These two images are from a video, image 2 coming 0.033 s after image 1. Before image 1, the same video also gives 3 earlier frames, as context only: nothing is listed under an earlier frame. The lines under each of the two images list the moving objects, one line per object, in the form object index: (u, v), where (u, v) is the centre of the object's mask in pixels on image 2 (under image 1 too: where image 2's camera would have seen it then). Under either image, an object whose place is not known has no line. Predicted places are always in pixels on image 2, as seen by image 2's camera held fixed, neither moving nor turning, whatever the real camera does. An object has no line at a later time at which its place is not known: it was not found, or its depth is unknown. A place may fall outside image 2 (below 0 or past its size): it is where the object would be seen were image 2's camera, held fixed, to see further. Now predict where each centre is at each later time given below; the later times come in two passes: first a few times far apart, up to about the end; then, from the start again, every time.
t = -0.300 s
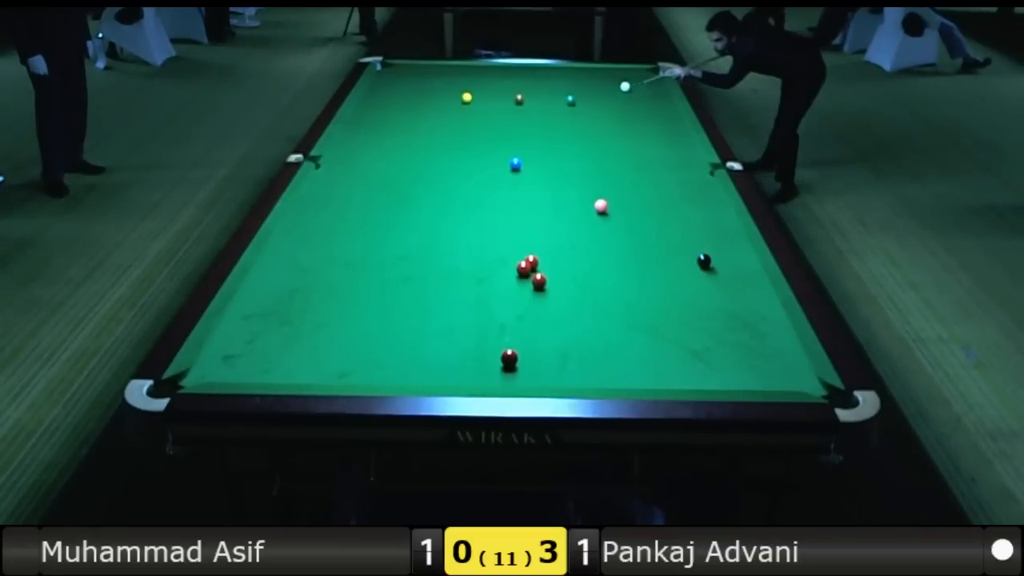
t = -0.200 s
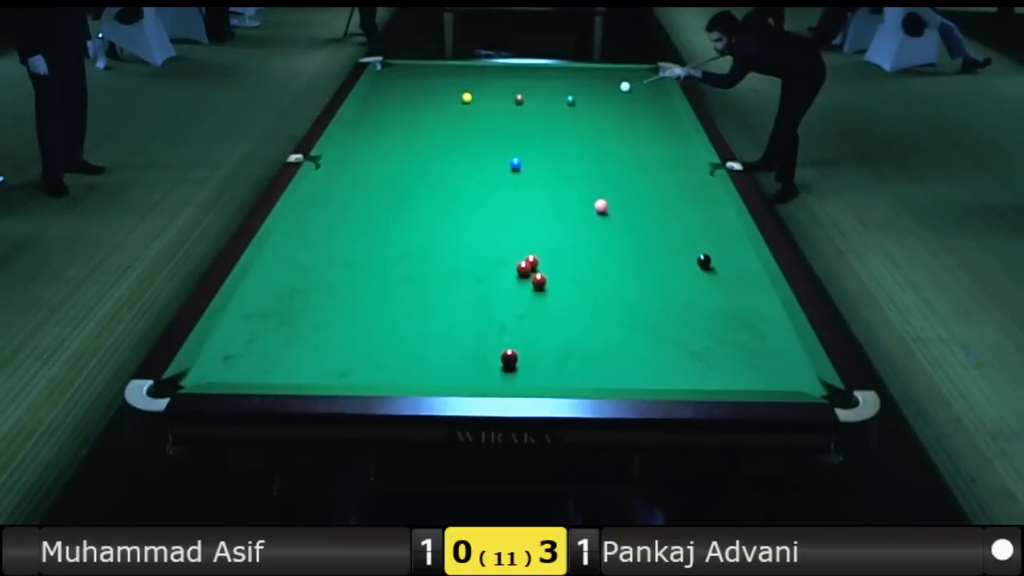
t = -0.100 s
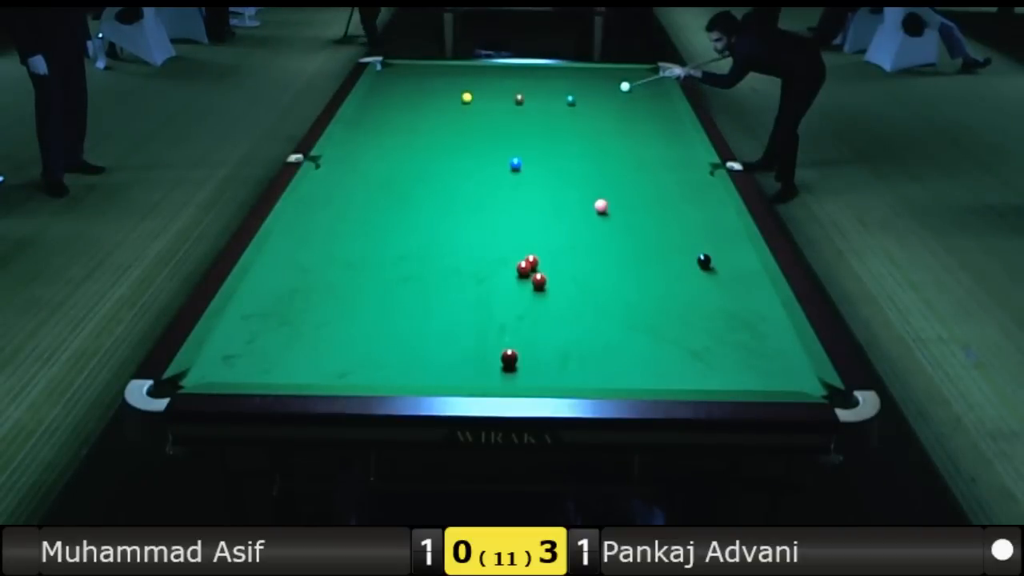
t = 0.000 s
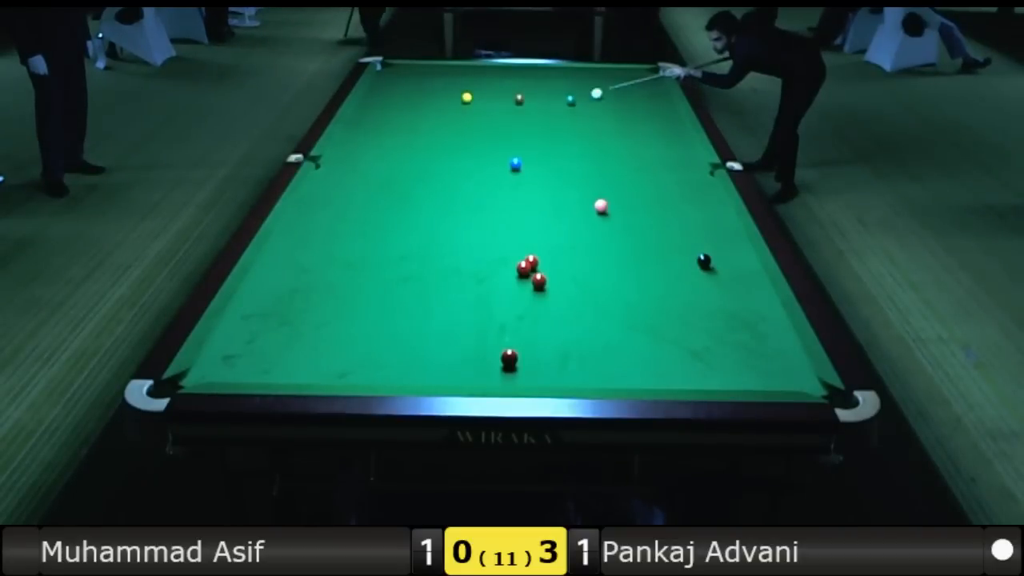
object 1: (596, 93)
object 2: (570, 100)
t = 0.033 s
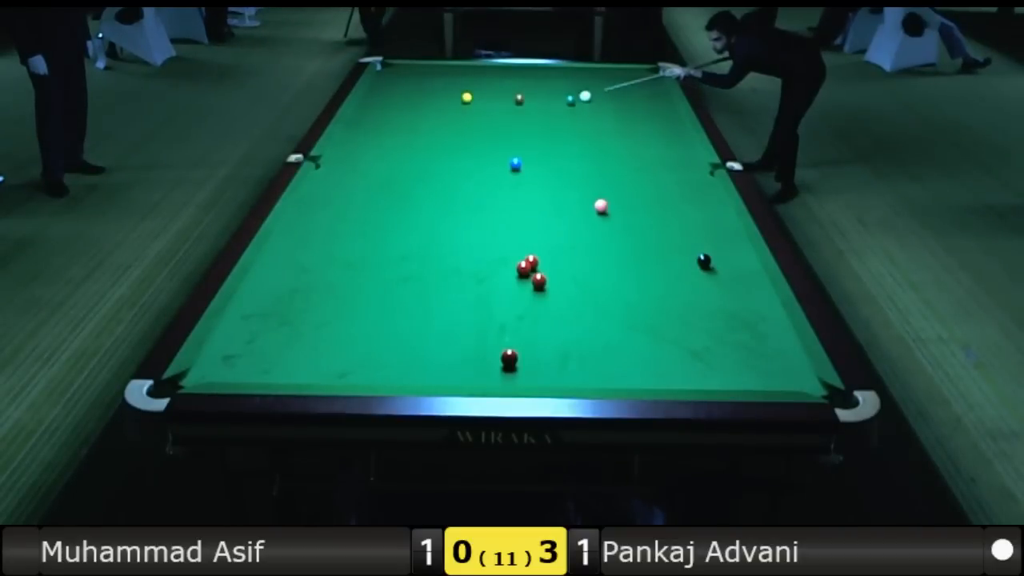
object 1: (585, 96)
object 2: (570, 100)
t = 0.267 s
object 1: (568, 100)
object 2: (503, 116)
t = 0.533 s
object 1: (547, 105)
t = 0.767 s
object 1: (528, 110)
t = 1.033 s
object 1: (506, 115)
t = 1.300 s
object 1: (485, 121)
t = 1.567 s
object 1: (463, 127)
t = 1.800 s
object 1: (444, 132)
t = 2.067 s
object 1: (423, 137)
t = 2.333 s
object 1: (402, 142)
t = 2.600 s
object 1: (381, 147)
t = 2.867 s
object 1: (361, 152)
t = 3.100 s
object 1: (344, 156)
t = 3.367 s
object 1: (325, 161)
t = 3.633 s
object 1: (325, 161)
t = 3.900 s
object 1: (335, 158)
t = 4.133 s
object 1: (343, 156)
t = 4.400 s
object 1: (350, 155)
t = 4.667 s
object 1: (356, 153)
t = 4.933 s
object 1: (362, 152)
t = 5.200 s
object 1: (366, 151)
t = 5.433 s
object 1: (369, 150)
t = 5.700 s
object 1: (371, 150)
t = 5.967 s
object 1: (372, 150)
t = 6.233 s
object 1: (372, 150)
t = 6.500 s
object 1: (372, 150)
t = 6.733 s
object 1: (372, 150)
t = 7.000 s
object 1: (372, 150)
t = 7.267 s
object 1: (372, 150)
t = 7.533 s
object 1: (372, 150)
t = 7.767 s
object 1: (372, 150)
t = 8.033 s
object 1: (372, 150)
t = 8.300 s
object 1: (372, 150)
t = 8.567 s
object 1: (372, 150)
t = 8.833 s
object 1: (372, 150)
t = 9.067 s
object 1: (372, 150)
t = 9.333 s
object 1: (372, 150)
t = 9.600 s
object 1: (372, 150)
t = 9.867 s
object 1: (372, 150)
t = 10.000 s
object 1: (372, 150)
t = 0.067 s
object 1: (577, 98)
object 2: (567, 101)
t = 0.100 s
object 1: (576, 98)
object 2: (556, 104)
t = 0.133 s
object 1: (575, 98)
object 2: (545, 106)
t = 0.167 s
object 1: (574, 98)
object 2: (534, 109)
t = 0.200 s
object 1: (573, 99)
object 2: (524, 111)
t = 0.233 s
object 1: (571, 99)
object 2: (514, 114)
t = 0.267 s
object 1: (568, 100)
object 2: (503, 116)
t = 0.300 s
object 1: (566, 100)
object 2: (494, 118)
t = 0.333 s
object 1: (563, 101)
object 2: (484, 121)
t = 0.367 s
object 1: (561, 102)
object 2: (474, 123)
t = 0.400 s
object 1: (558, 102)
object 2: (465, 126)
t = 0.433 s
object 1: (555, 103)
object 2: (456, 128)
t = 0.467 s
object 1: (553, 104)
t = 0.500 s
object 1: (550, 105)
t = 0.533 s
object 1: (547, 105)
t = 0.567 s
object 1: (544, 106)
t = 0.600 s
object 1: (542, 107)
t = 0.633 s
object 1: (539, 107)
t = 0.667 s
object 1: (536, 108)
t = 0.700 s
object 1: (533, 109)
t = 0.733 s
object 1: (531, 109)
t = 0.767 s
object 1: (528, 110)
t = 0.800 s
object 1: (525, 111)
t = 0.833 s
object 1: (523, 111)
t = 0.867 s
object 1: (520, 112)
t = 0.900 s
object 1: (517, 113)
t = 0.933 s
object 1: (515, 113)
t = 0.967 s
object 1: (512, 114)
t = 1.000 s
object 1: (509, 115)
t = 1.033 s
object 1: (506, 115)
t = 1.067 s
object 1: (504, 116)
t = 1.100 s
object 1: (501, 117)
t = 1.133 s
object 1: (498, 117)
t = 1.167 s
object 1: (496, 118)
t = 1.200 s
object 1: (493, 119)
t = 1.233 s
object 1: (490, 120)
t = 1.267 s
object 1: (488, 121)
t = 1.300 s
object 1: (485, 121)
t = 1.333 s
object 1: (482, 122)
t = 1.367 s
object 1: (479, 123)
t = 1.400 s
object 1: (476, 123)
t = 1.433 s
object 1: (474, 124)
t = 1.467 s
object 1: (471, 125)
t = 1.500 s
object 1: (468, 125)
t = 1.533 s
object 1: (466, 126)
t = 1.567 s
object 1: (463, 127)
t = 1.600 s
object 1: (460, 127)
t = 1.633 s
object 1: (458, 128)
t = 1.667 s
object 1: (455, 129)
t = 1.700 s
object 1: (452, 129)
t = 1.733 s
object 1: (450, 130)
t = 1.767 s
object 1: (447, 131)
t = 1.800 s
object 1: (444, 132)
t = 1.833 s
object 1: (442, 132)
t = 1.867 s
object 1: (439, 133)
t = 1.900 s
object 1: (436, 133)
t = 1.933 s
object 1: (433, 134)
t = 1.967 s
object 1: (431, 135)
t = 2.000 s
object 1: (428, 136)
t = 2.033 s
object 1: (426, 136)
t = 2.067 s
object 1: (423, 137)
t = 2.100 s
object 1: (420, 137)
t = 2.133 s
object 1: (418, 138)
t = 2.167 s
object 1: (415, 139)
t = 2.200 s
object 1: (412, 139)
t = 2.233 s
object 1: (410, 140)
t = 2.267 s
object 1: (407, 141)
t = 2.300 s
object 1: (405, 141)
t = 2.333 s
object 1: (402, 142)
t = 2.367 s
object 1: (399, 143)
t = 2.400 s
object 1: (397, 143)
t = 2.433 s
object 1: (394, 144)
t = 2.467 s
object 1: (392, 145)
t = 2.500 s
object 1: (389, 145)
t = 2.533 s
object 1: (386, 146)
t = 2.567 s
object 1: (384, 147)
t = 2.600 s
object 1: (381, 147)
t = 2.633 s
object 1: (379, 148)
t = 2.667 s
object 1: (376, 148)
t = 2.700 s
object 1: (374, 149)
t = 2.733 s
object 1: (371, 150)
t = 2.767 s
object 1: (369, 150)
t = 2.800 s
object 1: (366, 151)
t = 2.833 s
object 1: (364, 152)
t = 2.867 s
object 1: (361, 152)
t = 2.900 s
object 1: (359, 153)
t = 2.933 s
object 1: (357, 154)
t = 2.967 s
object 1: (354, 154)
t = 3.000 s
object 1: (352, 155)
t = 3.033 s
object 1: (349, 155)
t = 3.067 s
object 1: (347, 156)
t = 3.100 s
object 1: (344, 156)
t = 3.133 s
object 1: (342, 157)
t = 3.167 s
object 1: (340, 158)
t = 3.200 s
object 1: (337, 158)
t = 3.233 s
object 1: (335, 159)
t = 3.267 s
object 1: (333, 159)
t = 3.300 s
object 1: (330, 160)
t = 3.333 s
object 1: (327, 161)
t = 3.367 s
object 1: (325, 161)
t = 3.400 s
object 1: (323, 162)
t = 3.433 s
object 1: (321, 162)
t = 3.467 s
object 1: (319, 163)
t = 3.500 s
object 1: (320, 162)
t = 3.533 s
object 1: (321, 162)
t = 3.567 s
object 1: (323, 162)
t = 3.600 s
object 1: (324, 161)
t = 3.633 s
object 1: (325, 161)
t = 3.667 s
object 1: (326, 161)
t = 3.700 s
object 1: (327, 161)
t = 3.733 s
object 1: (329, 160)
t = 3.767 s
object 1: (331, 160)
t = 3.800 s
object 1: (332, 159)
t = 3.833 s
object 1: (333, 159)
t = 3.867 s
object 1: (334, 159)
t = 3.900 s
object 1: (335, 158)
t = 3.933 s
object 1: (337, 158)
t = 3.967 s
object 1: (338, 158)
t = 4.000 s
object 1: (339, 158)
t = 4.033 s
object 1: (340, 157)
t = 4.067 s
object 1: (341, 157)
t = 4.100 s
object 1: (342, 157)
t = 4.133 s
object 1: (343, 156)
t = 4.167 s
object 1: (344, 156)
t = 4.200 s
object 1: (345, 156)
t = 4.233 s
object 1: (346, 156)
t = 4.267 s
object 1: (346, 155)
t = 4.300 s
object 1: (347, 155)
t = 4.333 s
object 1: (348, 155)
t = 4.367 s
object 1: (349, 155)
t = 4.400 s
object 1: (350, 155)
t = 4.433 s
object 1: (351, 155)
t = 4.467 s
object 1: (352, 154)
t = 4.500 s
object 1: (352, 154)
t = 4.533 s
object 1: (353, 154)
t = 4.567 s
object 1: (354, 154)
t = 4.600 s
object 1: (355, 153)
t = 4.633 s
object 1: (356, 153)
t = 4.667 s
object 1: (356, 153)
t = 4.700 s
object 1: (357, 153)
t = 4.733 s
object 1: (358, 153)
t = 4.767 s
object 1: (358, 153)
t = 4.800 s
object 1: (359, 152)
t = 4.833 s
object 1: (360, 152)
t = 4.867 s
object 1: (360, 152)
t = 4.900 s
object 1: (361, 152)
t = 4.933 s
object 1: (362, 152)
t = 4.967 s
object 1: (362, 152)
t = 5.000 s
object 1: (363, 152)
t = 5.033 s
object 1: (363, 152)
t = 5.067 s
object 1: (364, 151)
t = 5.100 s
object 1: (364, 151)
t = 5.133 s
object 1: (365, 151)
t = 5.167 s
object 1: (366, 151)
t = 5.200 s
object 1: (366, 151)
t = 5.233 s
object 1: (367, 151)
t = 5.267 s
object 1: (367, 151)
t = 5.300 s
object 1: (367, 151)
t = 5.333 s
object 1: (368, 151)
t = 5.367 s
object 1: (368, 150)
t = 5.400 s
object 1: (369, 150)
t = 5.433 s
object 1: (369, 150)
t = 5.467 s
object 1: (369, 150)
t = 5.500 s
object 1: (370, 150)
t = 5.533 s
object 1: (370, 150)
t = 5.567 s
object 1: (370, 150)
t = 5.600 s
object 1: (370, 150)
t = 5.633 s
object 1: (371, 150)
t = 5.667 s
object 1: (371, 150)
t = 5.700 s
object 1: (371, 150)
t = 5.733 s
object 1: (371, 150)
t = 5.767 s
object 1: (372, 150)
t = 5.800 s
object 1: (372, 150)
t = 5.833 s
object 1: (372, 150)
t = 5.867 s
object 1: (372, 150)
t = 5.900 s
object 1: (372, 150)
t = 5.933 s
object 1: (372, 150)
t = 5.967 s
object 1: (372, 150)
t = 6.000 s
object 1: (372, 150)
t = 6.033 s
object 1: (372, 150)
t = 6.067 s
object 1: (372, 150)
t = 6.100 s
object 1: (372, 150)
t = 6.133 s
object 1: (372, 150)
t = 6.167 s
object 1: (372, 150)
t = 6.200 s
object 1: (372, 150)
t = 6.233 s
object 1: (372, 150)
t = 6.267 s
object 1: (372, 150)
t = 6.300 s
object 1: (372, 150)
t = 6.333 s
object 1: (372, 150)
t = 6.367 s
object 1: (372, 150)
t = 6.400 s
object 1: (372, 150)
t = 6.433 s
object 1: (372, 150)
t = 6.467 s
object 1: (372, 150)
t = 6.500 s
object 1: (372, 150)
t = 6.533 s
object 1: (372, 150)
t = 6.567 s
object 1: (372, 150)
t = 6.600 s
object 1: (372, 150)
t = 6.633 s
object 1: (372, 150)
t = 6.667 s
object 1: (372, 150)
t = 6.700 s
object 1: (372, 150)
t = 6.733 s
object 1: (372, 150)
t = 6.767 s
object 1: (372, 150)
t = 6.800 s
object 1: (372, 150)
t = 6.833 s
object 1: (372, 150)
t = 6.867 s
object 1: (372, 150)
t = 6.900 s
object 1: (372, 150)
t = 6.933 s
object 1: (372, 150)
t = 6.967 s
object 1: (372, 150)
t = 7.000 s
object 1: (372, 150)
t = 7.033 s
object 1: (372, 150)
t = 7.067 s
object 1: (372, 150)
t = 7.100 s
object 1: (372, 150)
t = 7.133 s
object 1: (372, 150)
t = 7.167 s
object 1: (372, 150)
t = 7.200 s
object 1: (372, 150)
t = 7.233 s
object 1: (372, 150)
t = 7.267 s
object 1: (372, 150)
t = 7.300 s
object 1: (372, 150)
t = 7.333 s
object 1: (372, 150)
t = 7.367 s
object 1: (372, 150)
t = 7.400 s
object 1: (372, 150)
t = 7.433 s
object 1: (372, 150)
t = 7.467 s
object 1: (372, 150)
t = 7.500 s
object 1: (372, 150)
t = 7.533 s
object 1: (372, 150)
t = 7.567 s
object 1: (372, 150)
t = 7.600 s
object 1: (372, 150)
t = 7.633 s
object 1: (372, 150)
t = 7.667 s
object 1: (372, 150)
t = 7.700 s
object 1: (372, 150)
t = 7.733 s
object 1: (372, 150)
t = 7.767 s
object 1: (372, 150)
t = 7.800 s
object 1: (372, 150)
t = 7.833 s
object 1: (372, 150)
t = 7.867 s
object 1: (372, 150)
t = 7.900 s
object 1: (372, 150)
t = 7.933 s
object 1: (372, 150)
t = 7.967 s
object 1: (372, 150)
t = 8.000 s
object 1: (372, 150)
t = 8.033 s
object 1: (372, 150)
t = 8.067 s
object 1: (372, 150)
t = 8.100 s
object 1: (372, 150)
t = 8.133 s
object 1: (372, 150)
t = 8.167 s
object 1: (372, 150)
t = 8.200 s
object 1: (372, 150)
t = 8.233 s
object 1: (372, 150)
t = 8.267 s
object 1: (372, 150)
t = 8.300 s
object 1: (372, 150)
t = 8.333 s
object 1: (372, 150)
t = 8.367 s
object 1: (372, 150)
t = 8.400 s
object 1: (372, 150)
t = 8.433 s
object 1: (372, 150)
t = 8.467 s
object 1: (372, 150)
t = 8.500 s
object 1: (372, 150)
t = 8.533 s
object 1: (372, 150)
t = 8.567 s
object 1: (372, 150)
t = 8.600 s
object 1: (372, 150)
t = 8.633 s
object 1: (372, 150)
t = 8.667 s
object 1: (372, 150)
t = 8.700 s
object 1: (372, 150)
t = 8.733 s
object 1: (372, 150)
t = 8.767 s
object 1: (372, 150)
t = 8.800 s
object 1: (372, 150)
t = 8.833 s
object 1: (372, 150)
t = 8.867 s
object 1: (372, 150)
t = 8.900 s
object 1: (372, 150)
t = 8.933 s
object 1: (372, 150)
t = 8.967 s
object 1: (372, 150)
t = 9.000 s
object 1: (372, 150)
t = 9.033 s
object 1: (372, 150)
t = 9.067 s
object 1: (372, 150)
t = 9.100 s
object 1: (372, 150)
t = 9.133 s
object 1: (372, 150)
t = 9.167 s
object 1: (372, 150)
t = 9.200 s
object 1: (372, 150)
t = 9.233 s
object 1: (372, 150)
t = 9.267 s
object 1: (372, 150)
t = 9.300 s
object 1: (372, 150)
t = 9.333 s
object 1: (372, 150)
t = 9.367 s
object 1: (372, 150)
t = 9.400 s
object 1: (372, 150)
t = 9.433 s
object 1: (372, 150)
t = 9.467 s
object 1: (372, 150)
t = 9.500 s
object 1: (372, 150)
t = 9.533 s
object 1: (372, 150)
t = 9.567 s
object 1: (372, 150)
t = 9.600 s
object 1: (372, 150)
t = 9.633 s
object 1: (372, 150)
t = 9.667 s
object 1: (372, 150)
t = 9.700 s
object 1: (372, 150)
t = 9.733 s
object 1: (372, 150)
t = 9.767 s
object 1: (372, 150)
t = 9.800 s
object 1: (372, 150)
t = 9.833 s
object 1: (372, 150)
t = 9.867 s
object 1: (372, 150)
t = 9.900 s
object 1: (372, 150)
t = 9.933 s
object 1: (372, 150)
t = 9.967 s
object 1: (372, 150)
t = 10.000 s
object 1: (372, 150)
